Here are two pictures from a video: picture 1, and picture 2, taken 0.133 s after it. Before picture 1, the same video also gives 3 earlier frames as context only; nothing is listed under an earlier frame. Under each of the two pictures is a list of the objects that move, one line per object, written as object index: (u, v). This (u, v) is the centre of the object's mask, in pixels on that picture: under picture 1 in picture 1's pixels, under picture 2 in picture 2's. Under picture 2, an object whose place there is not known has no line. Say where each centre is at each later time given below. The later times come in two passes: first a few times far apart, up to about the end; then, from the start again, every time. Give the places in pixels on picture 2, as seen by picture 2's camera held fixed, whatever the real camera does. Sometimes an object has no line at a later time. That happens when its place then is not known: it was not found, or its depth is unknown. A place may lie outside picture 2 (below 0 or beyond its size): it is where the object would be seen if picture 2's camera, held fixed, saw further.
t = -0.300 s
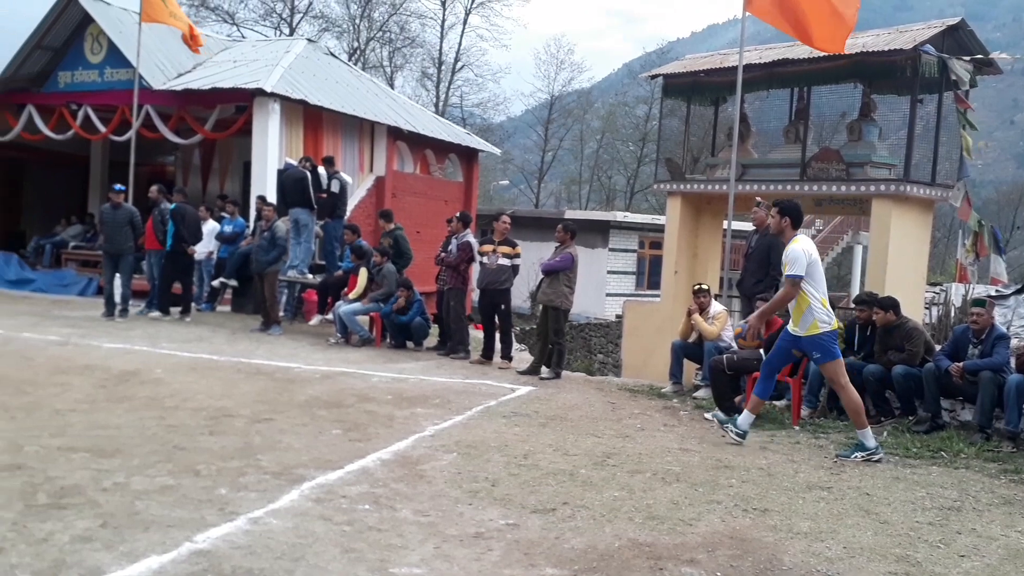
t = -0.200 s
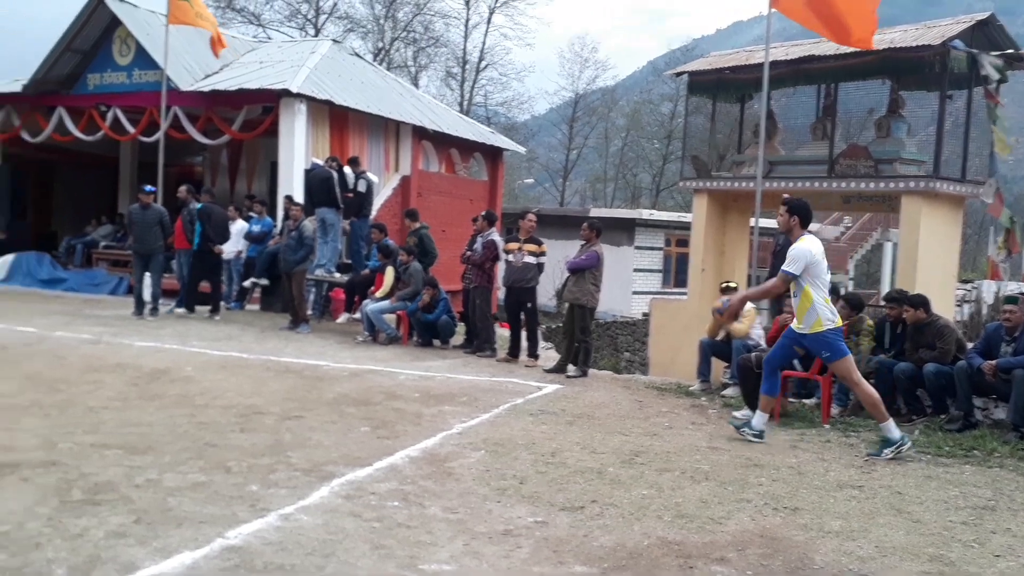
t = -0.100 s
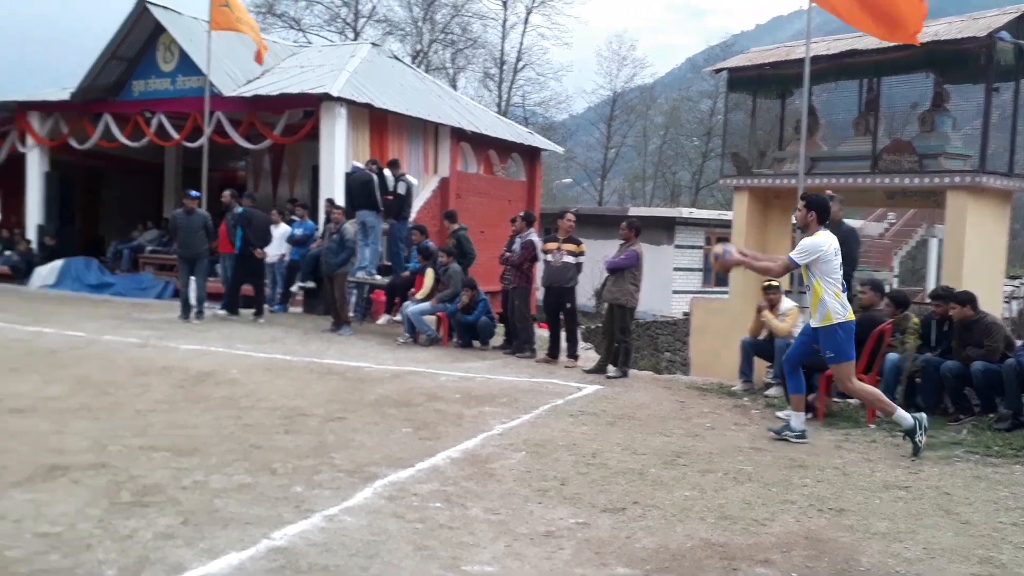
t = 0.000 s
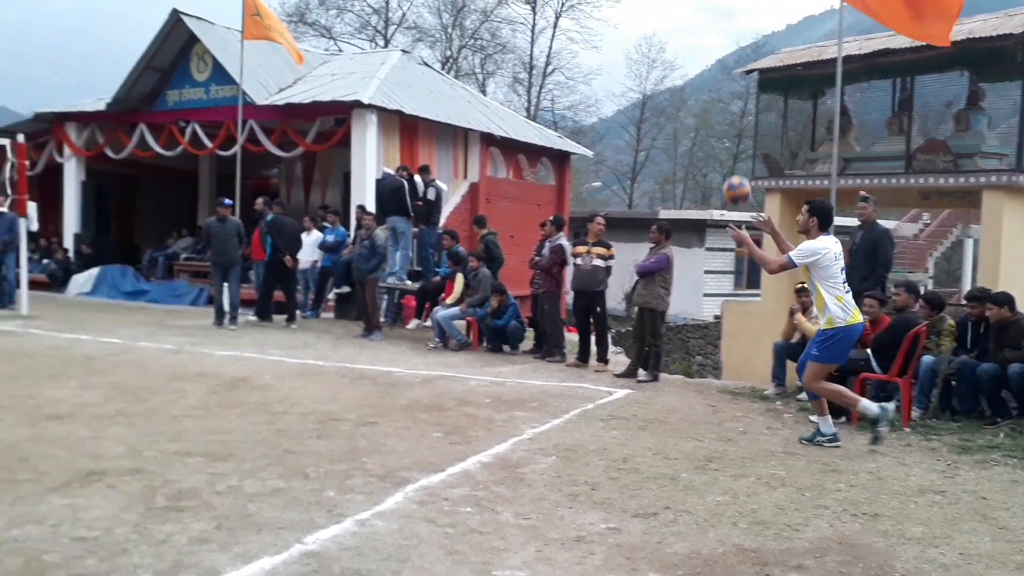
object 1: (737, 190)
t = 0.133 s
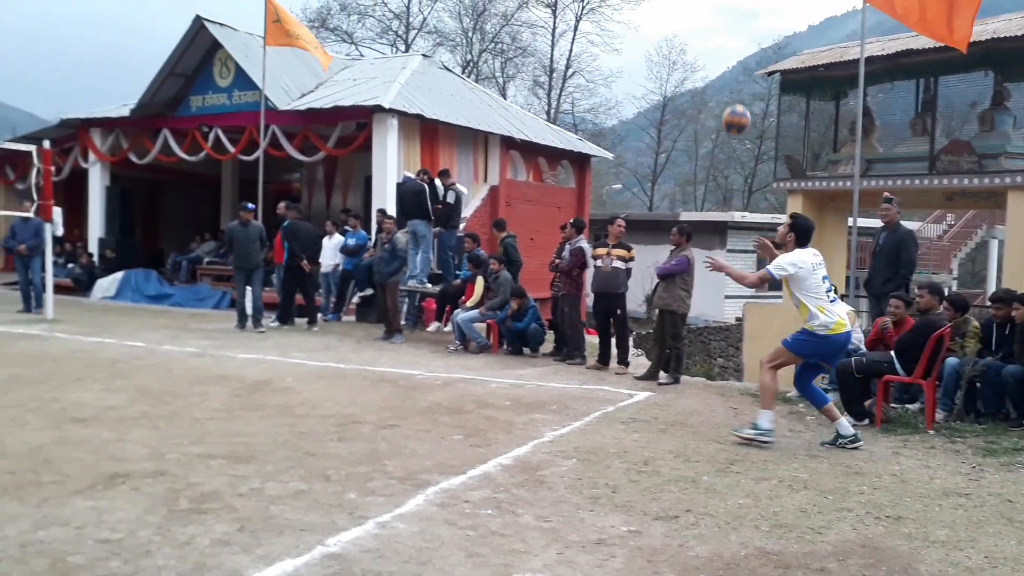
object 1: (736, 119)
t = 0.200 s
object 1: (726, 92)
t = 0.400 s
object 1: (689, 46)
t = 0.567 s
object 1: (664, 49)
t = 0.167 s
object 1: (731, 105)
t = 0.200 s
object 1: (726, 92)
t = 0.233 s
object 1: (720, 82)
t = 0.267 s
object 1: (714, 72)
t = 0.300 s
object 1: (708, 63)
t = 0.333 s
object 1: (702, 56)
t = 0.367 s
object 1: (695, 50)
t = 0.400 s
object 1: (689, 46)
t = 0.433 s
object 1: (683, 44)
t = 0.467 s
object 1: (678, 43)
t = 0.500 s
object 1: (672, 43)
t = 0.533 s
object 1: (667, 46)
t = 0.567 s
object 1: (664, 49)
